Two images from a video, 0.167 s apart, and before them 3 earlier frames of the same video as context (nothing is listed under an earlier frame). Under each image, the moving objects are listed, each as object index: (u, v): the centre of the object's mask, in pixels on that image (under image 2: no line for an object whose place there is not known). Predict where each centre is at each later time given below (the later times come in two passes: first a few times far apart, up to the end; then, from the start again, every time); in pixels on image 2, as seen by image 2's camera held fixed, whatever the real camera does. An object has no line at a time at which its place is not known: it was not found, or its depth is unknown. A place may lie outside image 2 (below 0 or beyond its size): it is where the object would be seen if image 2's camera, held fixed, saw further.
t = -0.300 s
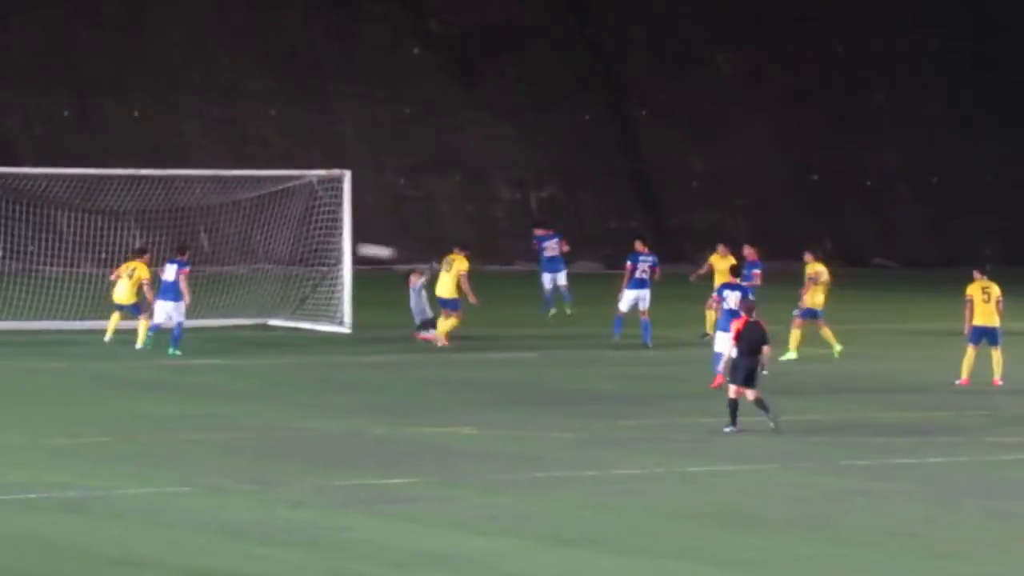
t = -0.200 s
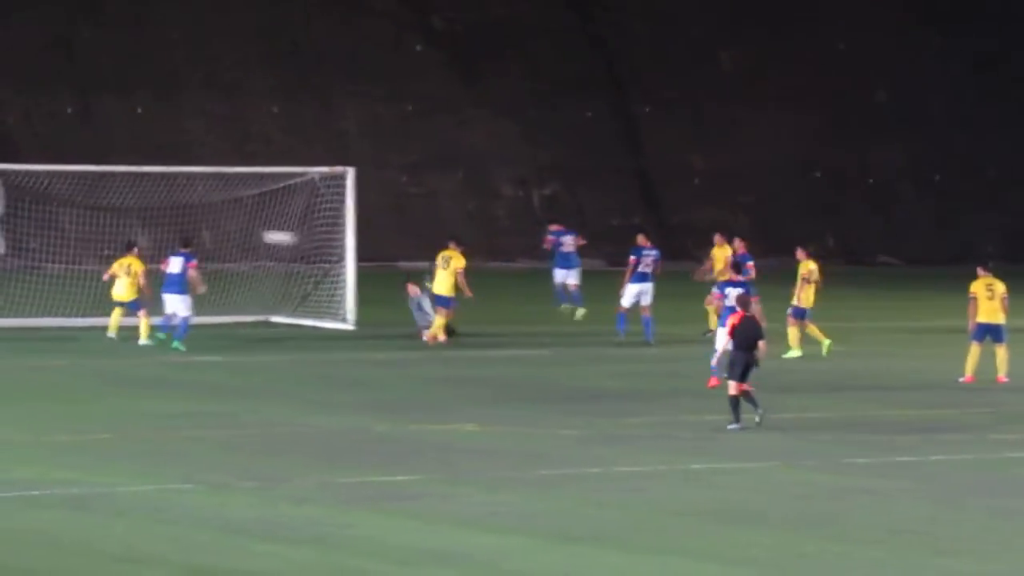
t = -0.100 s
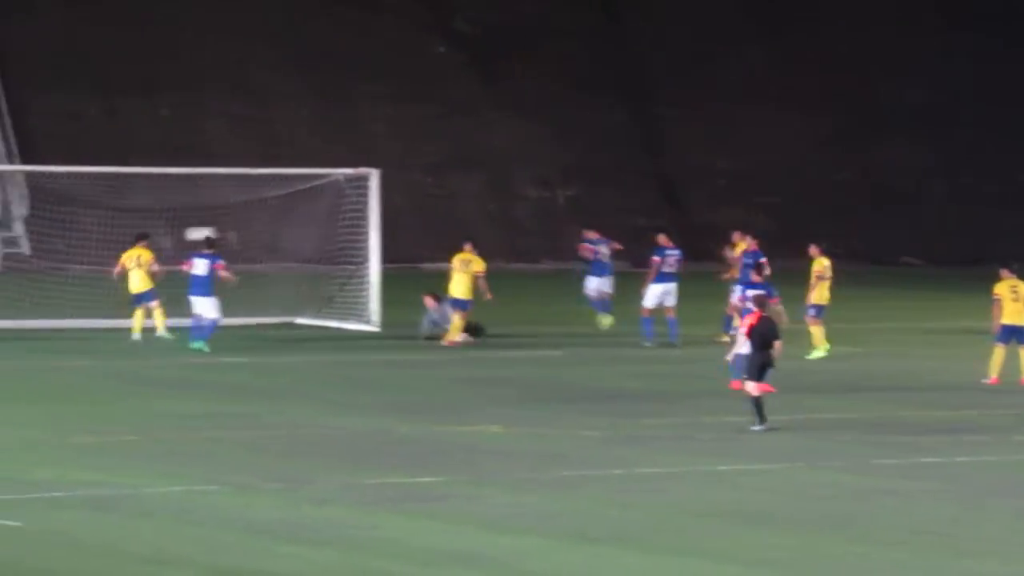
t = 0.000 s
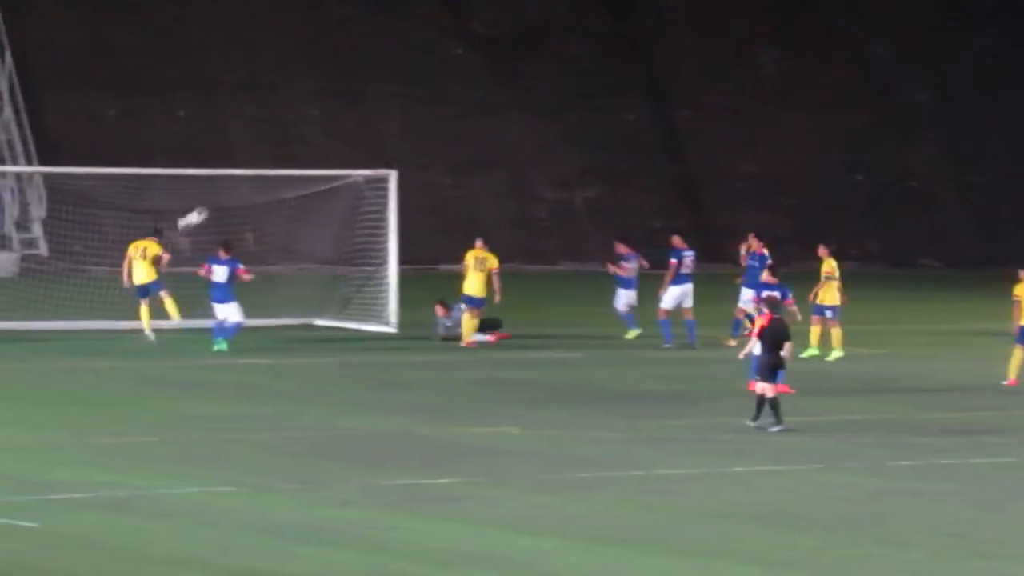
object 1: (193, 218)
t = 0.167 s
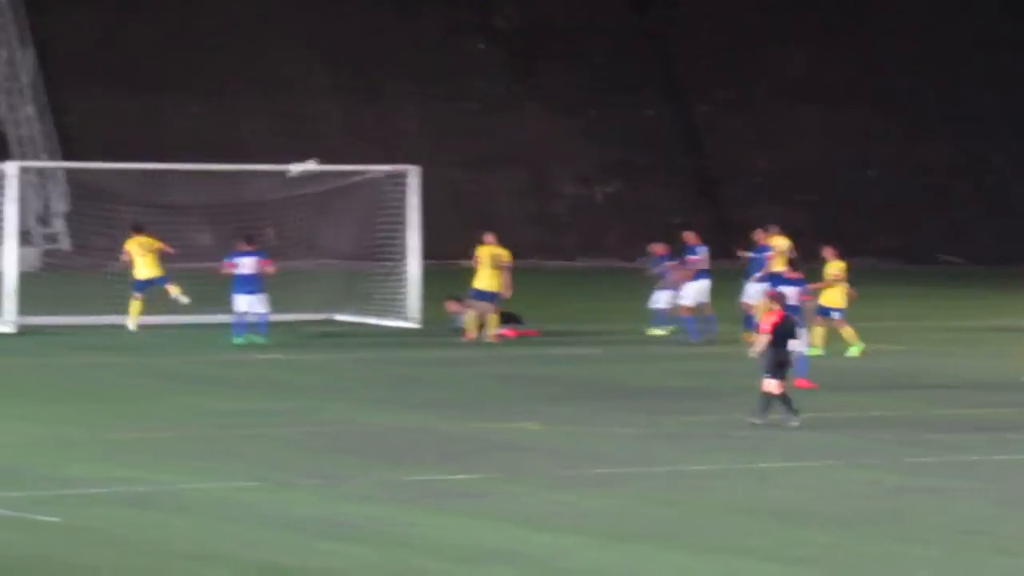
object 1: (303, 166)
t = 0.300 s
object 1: (375, 144)
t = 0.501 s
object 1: (473, 130)
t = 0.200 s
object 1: (322, 159)
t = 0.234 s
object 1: (340, 154)
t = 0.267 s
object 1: (358, 148)
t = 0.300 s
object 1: (375, 144)
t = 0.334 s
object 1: (393, 140)
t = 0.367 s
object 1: (412, 136)
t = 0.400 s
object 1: (429, 133)
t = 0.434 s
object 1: (446, 132)
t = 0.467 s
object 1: (465, 130)
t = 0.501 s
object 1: (473, 130)
